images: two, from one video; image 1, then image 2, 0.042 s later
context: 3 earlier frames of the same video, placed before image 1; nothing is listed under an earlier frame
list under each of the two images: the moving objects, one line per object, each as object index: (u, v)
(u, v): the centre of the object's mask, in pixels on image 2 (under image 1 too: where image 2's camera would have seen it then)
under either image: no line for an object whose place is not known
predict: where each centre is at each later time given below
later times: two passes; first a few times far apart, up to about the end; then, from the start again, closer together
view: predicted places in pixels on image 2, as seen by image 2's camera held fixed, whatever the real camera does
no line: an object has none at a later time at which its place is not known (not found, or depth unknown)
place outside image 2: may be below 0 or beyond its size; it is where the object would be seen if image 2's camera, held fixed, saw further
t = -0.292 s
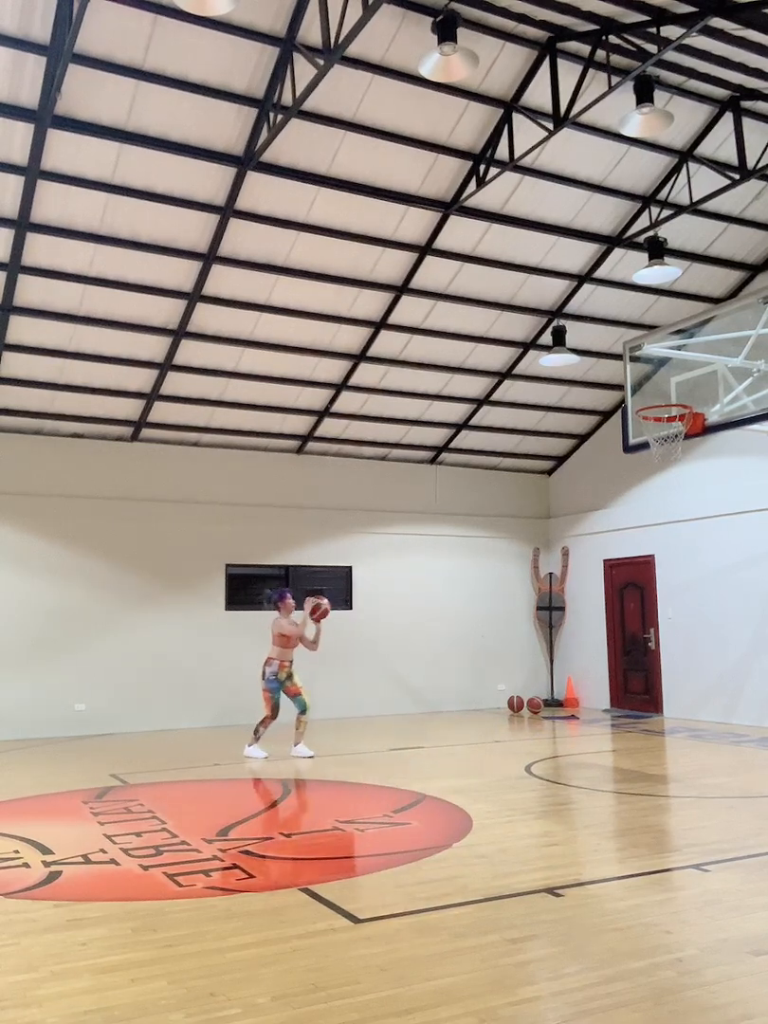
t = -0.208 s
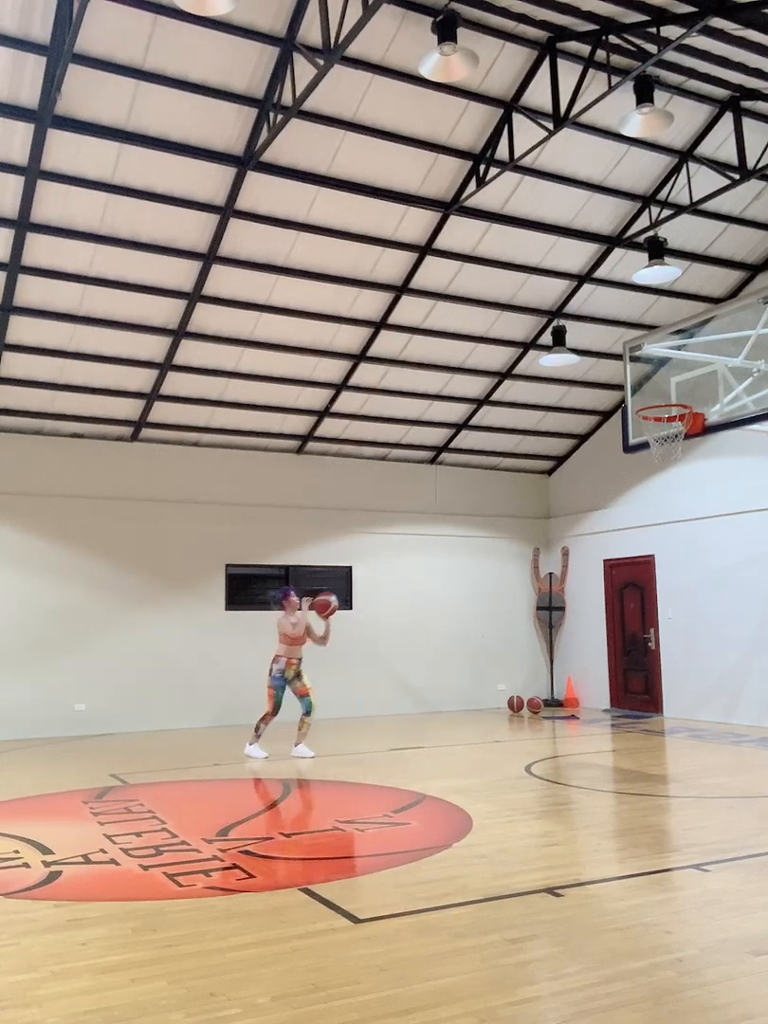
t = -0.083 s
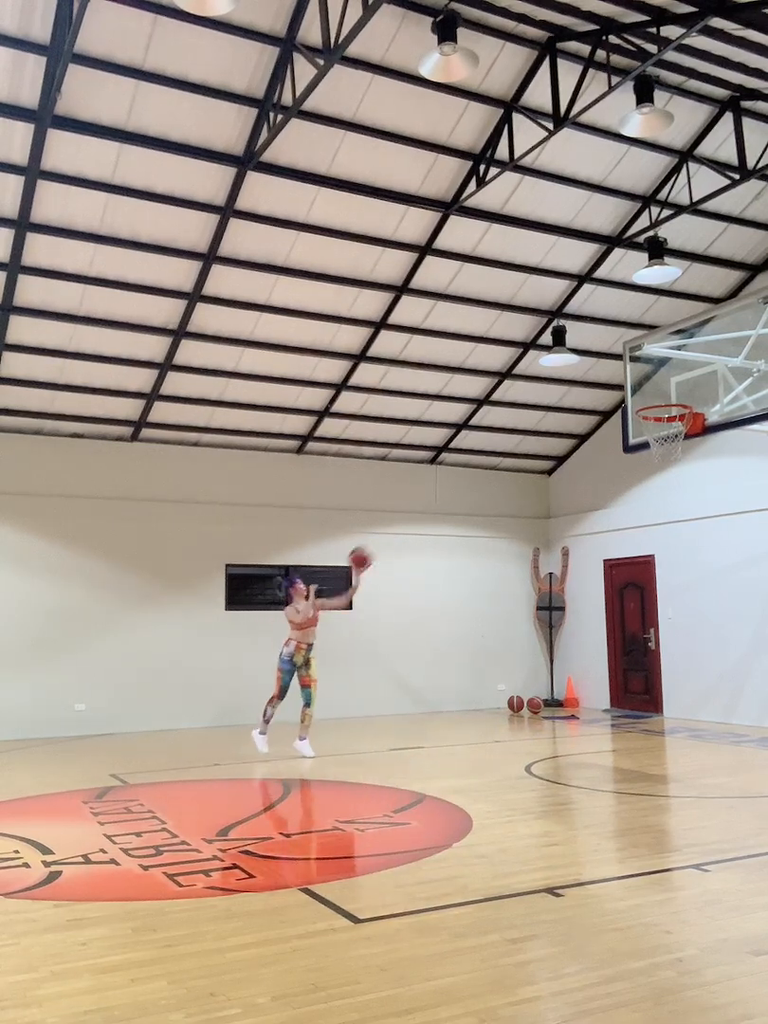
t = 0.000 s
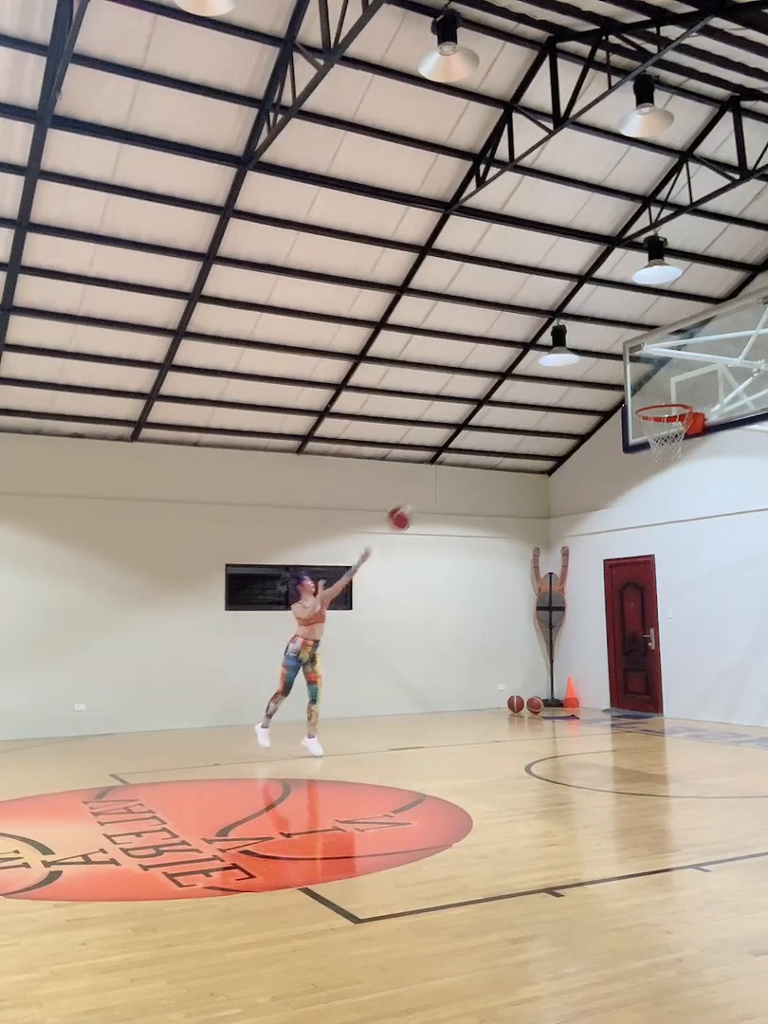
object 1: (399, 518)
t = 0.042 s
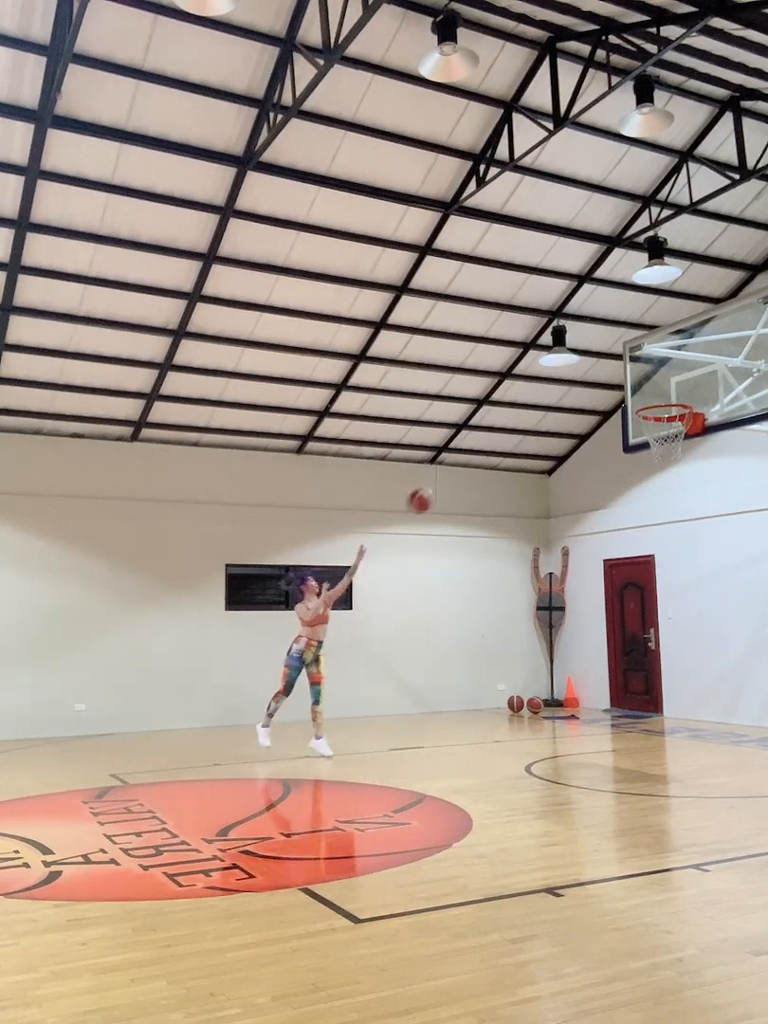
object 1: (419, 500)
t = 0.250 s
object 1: (521, 440)
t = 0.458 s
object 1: (625, 421)
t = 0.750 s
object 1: (593, 464)
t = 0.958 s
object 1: (533, 533)
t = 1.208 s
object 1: (467, 672)
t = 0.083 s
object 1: (440, 485)
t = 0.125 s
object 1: (460, 472)
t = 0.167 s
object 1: (481, 459)
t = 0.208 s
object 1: (500, 449)
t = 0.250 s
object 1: (521, 440)
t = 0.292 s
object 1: (542, 432)
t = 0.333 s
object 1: (563, 427)
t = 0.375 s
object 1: (584, 423)
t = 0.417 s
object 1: (604, 421)
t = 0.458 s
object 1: (625, 421)
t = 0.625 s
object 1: (633, 443)
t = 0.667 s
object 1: (619, 448)
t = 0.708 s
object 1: (607, 455)
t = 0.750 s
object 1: (593, 464)
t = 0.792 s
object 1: (582, 474)
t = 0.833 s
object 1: (570, 486)
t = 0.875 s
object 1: (558, 500)
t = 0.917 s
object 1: (546, 516)
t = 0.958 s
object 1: (533, 533)
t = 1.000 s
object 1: (521, 552)
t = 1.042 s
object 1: (510, 573)
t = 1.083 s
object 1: (499, 596)
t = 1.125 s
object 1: (488, 620)
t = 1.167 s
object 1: (478, 645)
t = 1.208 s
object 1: (467, 672)
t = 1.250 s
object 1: (456, 701)
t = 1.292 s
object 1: (446, 733)
